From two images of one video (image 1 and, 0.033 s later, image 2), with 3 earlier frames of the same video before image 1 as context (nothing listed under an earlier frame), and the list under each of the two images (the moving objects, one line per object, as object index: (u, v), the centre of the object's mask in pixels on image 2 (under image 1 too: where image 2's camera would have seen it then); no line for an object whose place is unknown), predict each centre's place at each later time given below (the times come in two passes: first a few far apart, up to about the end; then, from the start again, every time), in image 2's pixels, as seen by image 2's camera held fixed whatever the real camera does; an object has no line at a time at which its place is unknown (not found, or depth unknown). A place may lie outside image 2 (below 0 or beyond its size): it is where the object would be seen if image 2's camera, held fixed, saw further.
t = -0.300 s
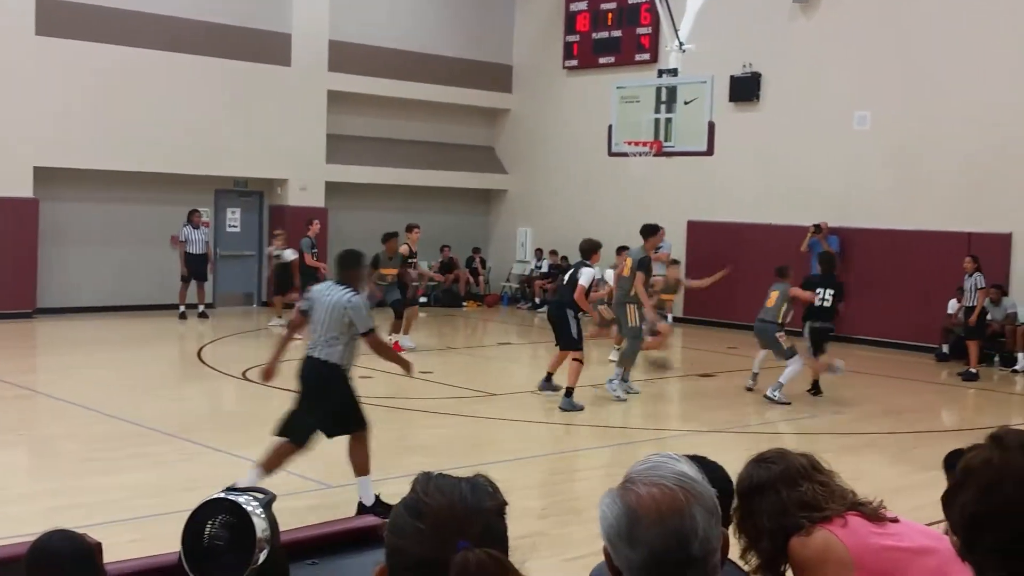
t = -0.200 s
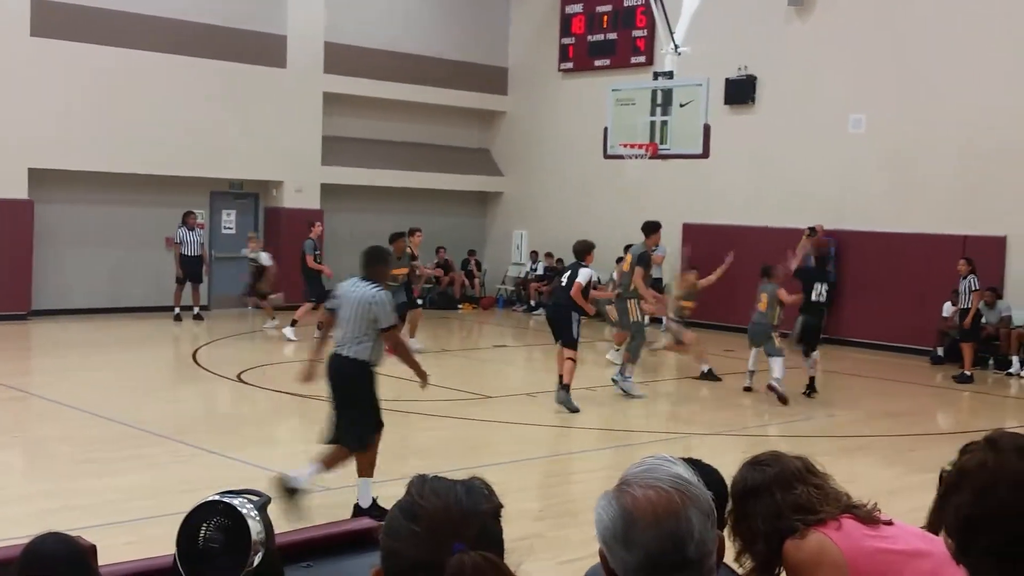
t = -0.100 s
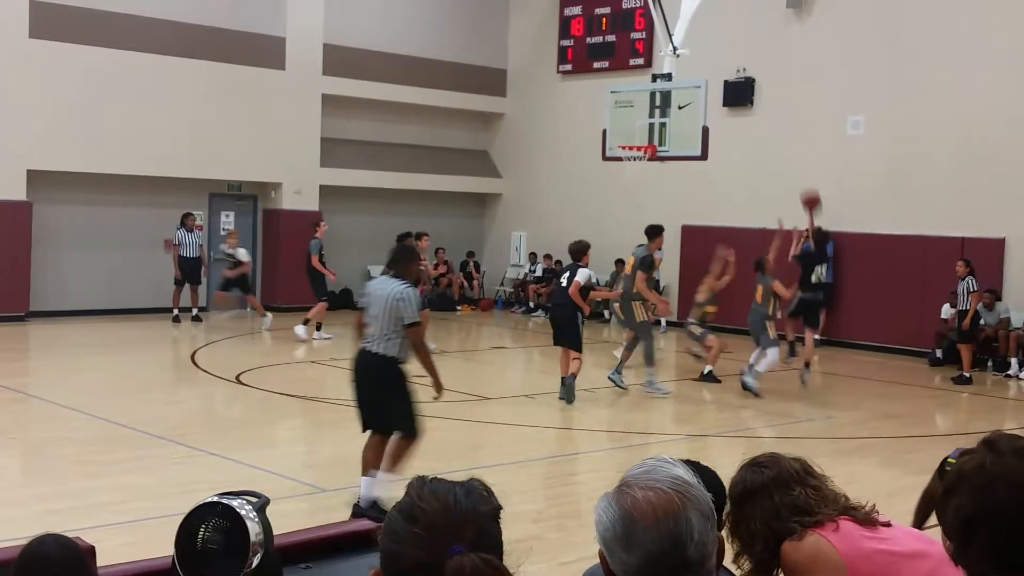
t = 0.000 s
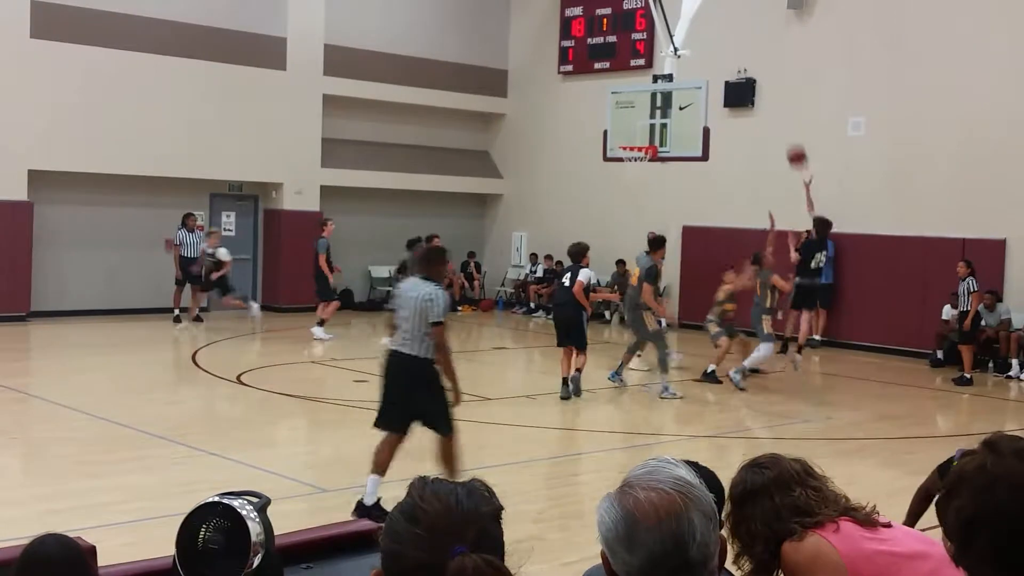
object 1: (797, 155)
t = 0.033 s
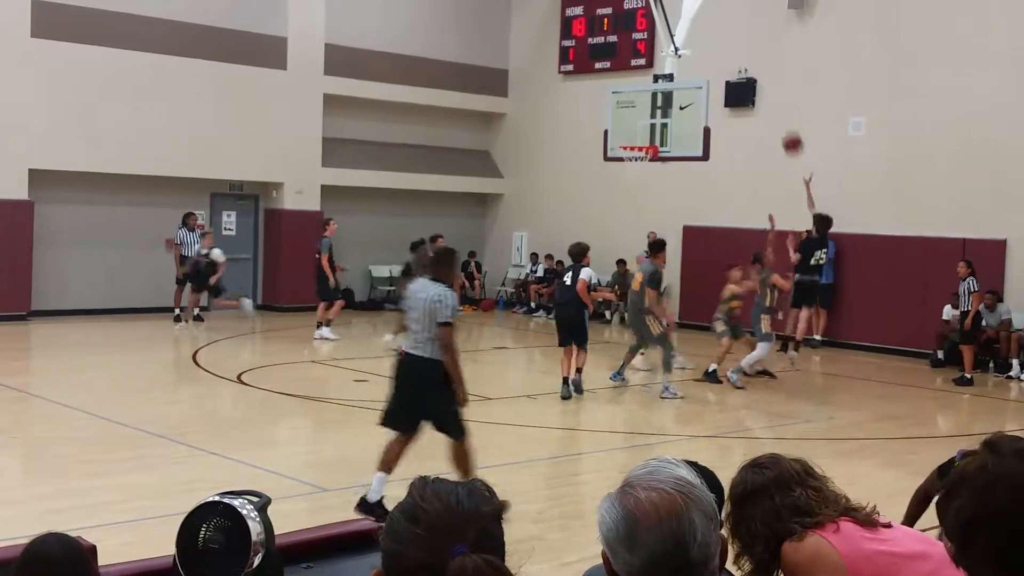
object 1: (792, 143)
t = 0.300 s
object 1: (753, 76)
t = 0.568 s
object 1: (714, 65)
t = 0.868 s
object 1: (673, 115)
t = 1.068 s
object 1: (678, 153)
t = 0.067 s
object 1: (787, 130)
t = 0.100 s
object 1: (782, 119)
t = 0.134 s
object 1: (777, 109)
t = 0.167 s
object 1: (772, 101)
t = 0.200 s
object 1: (767, 93)
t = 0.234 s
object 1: (762, 86)
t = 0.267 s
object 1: (756, 81)
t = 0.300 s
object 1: (753, 76)
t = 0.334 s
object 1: (747, 71)
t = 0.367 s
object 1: (742, 68)
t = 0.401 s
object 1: (737, 65)
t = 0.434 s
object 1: (733, 64)
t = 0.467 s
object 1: (728, 63)
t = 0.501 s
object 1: (723, 63)
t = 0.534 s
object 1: (718, 64)
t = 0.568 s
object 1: (714, 65)
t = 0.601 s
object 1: (709, 67)
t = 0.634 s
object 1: (705, 71)
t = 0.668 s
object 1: (700, 75)
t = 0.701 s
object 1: (695, 79)
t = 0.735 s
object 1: (691, 85)
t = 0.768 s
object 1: (687, 91)
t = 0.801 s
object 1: (682, 99)
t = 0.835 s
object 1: (677, 107)
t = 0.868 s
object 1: (673, 115)
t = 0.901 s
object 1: (668, 125)
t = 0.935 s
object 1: (664, 134)
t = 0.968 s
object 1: (659, 144)
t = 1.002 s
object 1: (665, 151)
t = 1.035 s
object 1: (674, 152)
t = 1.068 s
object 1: (678, 153)
